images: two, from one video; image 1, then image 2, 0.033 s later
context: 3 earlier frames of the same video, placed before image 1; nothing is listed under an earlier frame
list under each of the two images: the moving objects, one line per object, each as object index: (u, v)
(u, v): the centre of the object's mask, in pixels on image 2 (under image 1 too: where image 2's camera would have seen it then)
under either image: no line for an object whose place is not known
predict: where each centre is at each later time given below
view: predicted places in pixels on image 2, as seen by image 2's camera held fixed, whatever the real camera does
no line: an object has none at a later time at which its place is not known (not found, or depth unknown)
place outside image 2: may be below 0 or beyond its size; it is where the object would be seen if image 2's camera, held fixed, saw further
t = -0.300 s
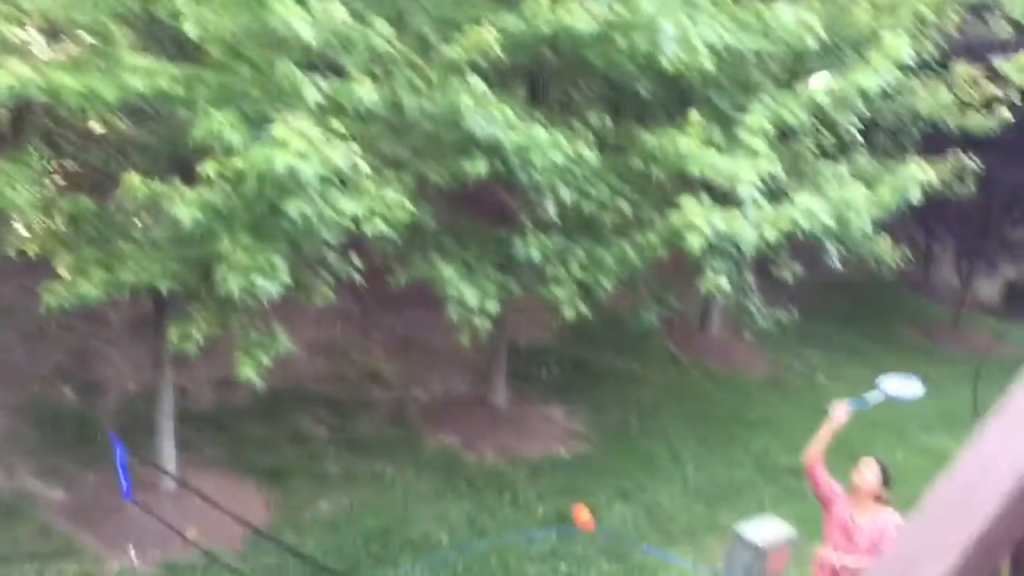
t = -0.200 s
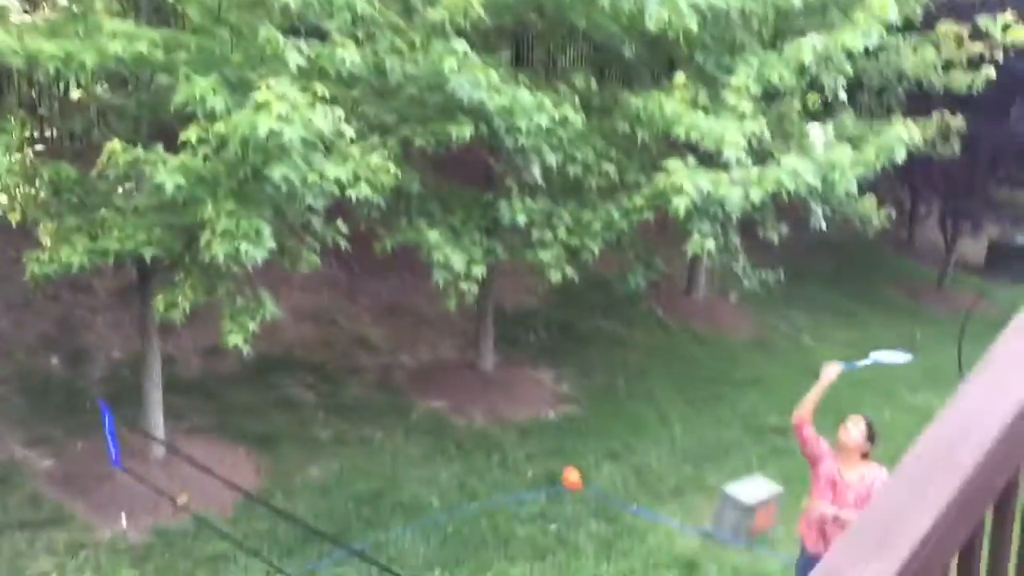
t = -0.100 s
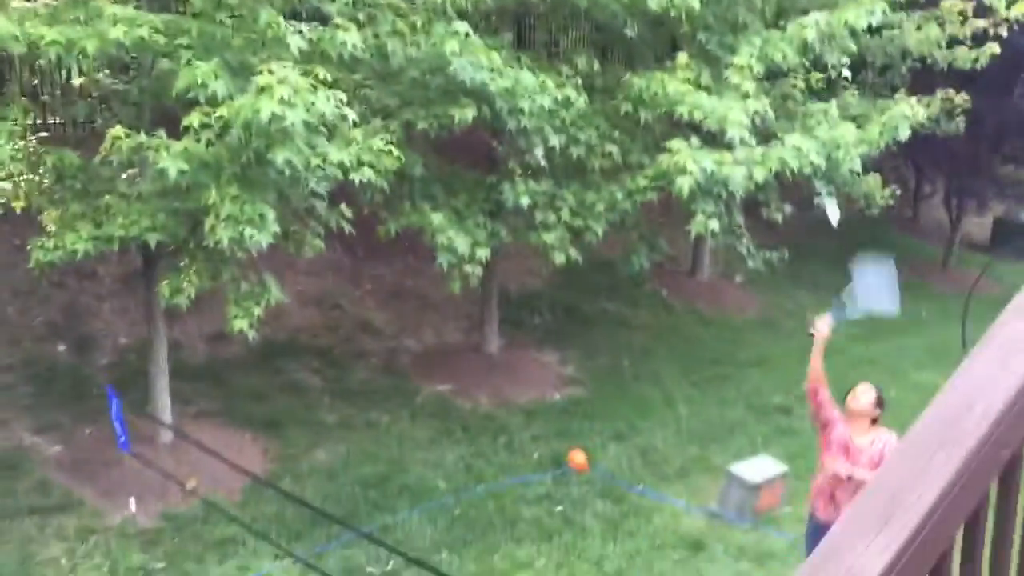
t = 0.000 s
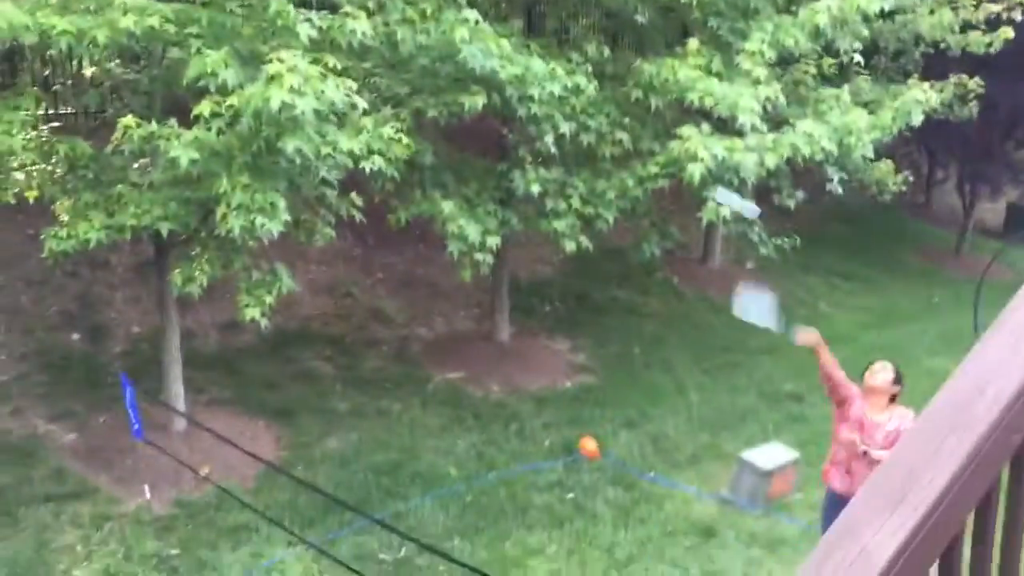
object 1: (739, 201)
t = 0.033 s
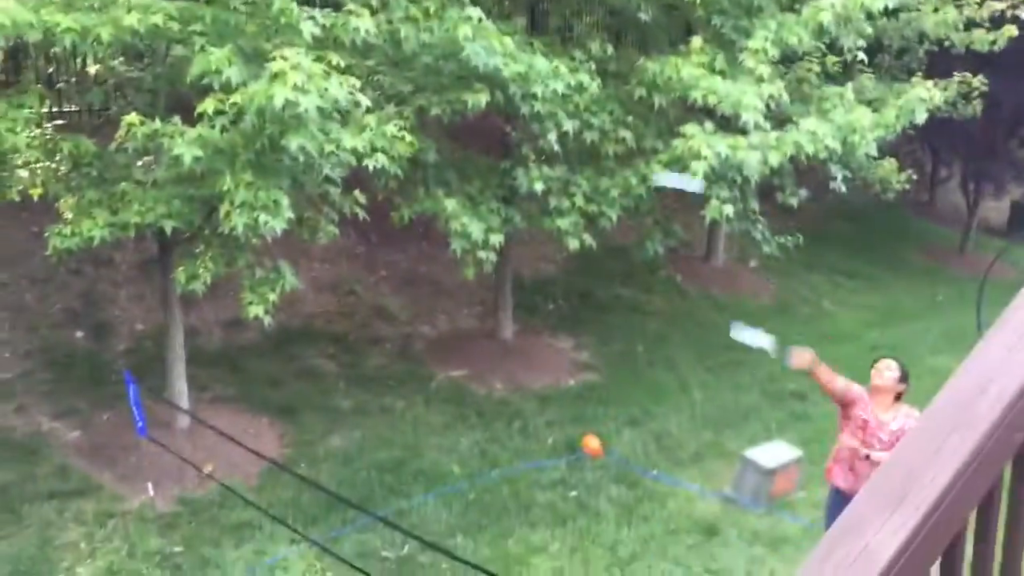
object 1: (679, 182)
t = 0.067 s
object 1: (616, 171)
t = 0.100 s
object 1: (552, 162)
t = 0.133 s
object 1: (485, 153)
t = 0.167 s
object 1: (415, 146)
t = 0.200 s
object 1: (341, 143)
